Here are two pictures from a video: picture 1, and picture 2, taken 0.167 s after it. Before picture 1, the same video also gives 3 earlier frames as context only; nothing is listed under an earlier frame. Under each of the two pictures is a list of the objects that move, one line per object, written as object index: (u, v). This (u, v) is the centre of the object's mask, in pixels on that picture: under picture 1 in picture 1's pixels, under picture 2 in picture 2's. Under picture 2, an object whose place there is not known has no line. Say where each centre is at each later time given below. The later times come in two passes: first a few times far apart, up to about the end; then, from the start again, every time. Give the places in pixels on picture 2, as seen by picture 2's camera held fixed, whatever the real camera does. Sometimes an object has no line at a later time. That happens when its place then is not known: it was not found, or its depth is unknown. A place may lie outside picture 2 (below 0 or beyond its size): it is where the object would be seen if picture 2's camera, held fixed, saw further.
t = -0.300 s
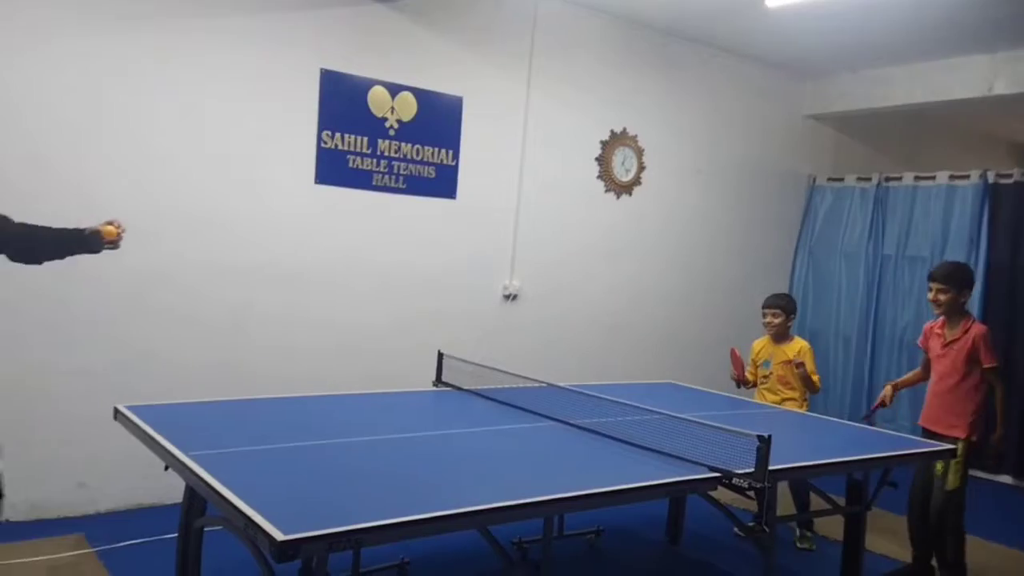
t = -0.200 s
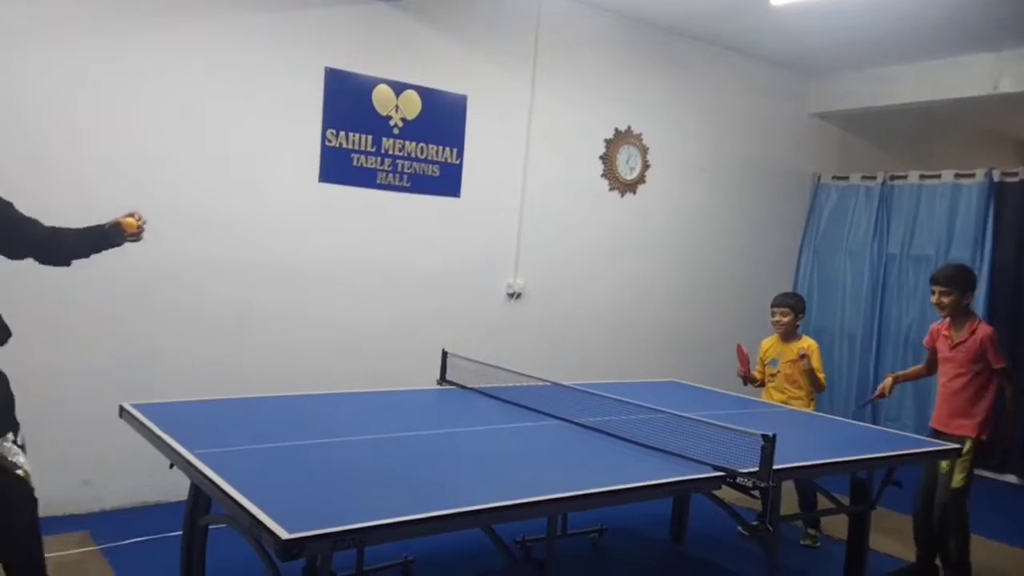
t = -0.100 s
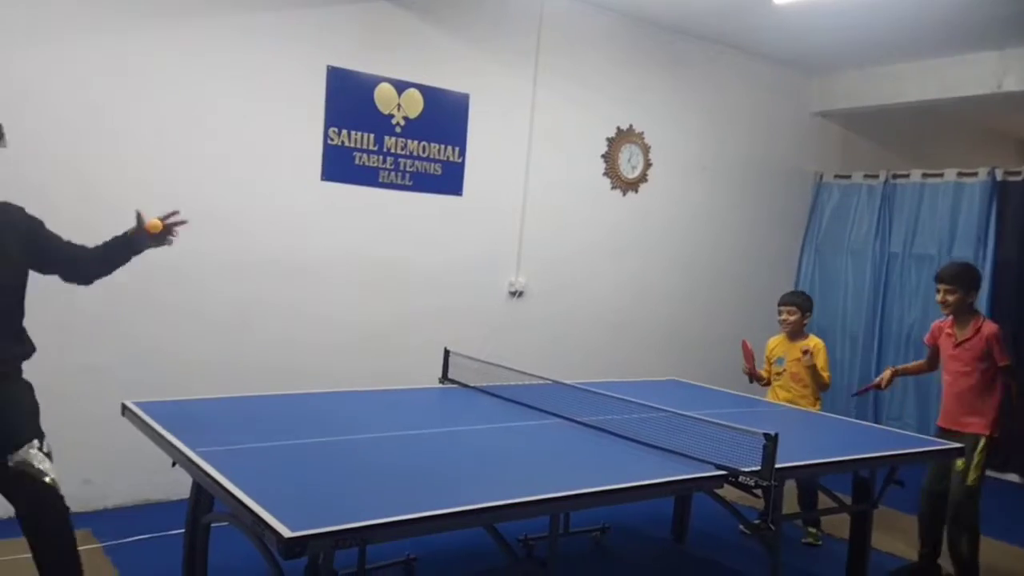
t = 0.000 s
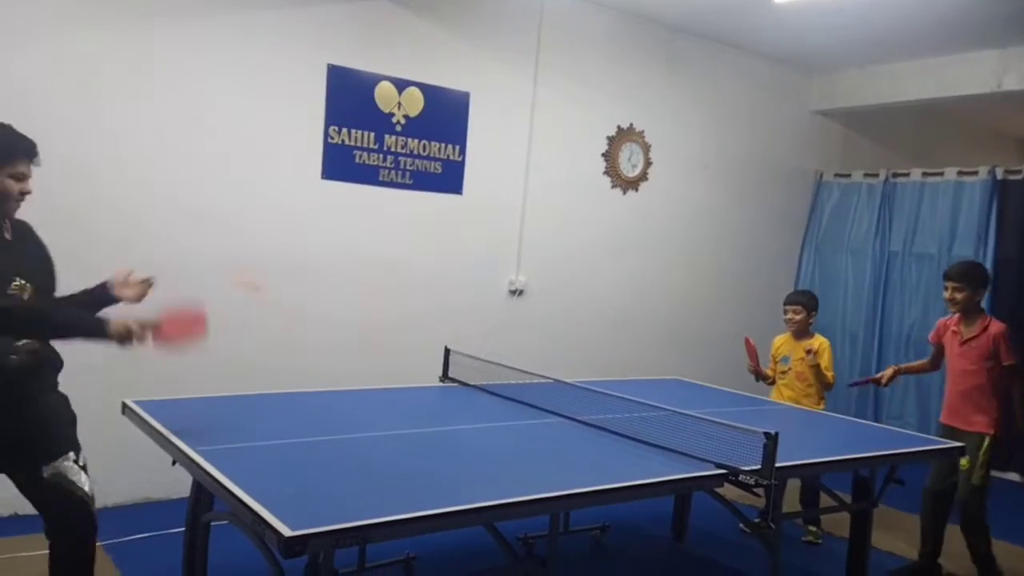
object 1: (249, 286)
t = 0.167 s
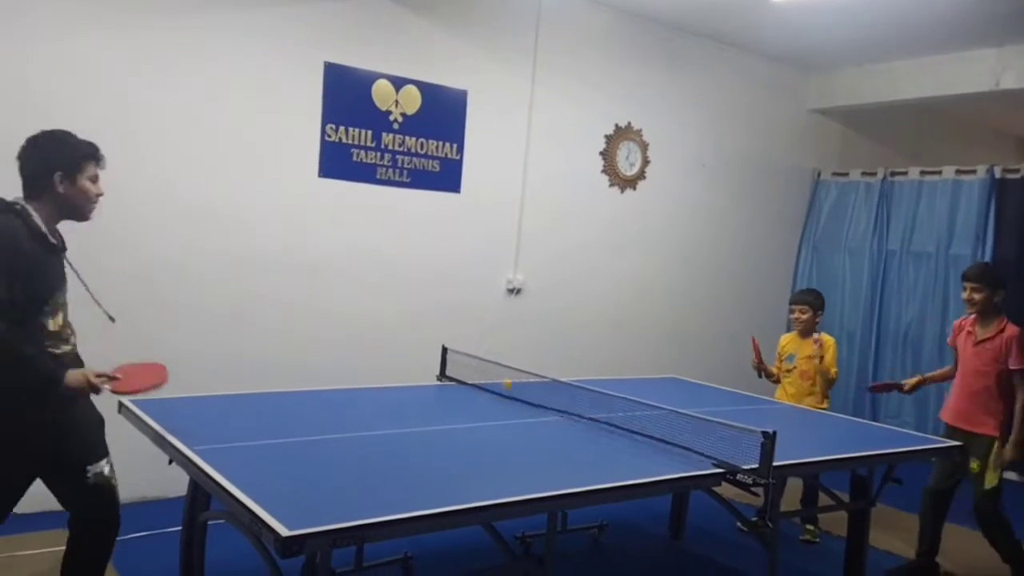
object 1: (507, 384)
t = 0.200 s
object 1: (495, 387)
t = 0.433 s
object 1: (420, 399)
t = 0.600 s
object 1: (365, 404)
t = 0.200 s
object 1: (495, 387)
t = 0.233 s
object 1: (483, 393)
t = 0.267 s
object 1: (472, 392)
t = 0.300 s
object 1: (462, 389)
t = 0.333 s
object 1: (452, 388)
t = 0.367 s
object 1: (441, 390)
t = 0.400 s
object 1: (430, 395)
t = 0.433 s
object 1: (420, 399)
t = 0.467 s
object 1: (408, 397)
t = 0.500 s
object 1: (398, 397)
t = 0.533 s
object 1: (386, 399)
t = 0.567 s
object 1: (375, 405)
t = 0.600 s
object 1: (365, 404)
